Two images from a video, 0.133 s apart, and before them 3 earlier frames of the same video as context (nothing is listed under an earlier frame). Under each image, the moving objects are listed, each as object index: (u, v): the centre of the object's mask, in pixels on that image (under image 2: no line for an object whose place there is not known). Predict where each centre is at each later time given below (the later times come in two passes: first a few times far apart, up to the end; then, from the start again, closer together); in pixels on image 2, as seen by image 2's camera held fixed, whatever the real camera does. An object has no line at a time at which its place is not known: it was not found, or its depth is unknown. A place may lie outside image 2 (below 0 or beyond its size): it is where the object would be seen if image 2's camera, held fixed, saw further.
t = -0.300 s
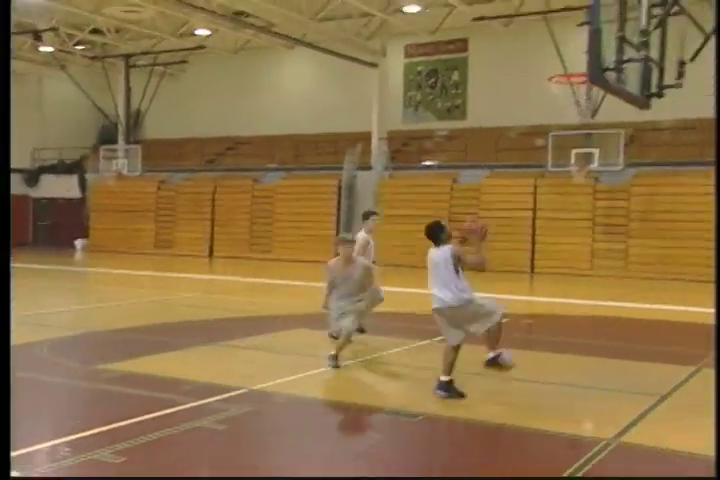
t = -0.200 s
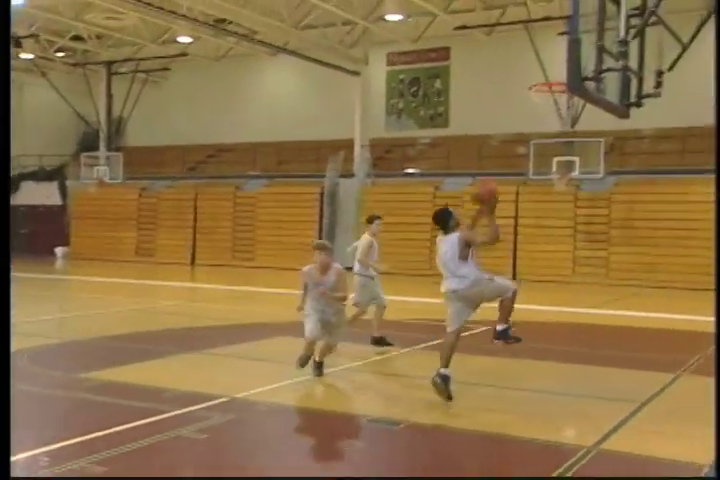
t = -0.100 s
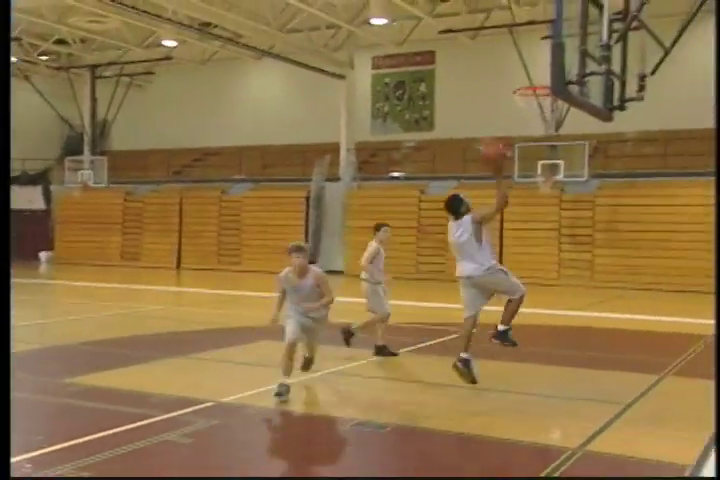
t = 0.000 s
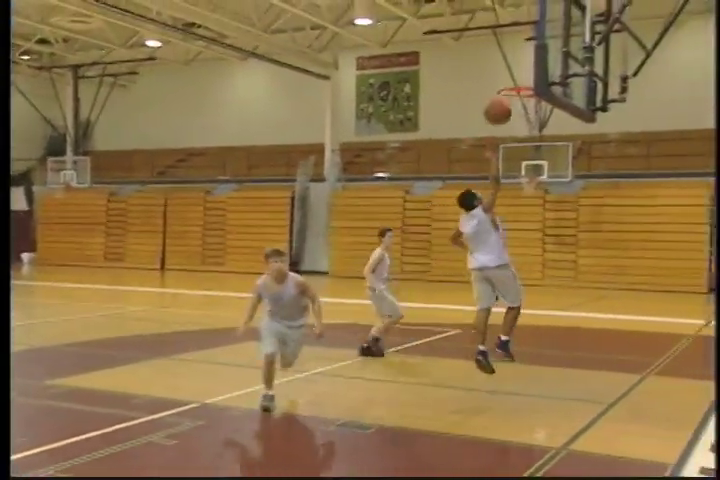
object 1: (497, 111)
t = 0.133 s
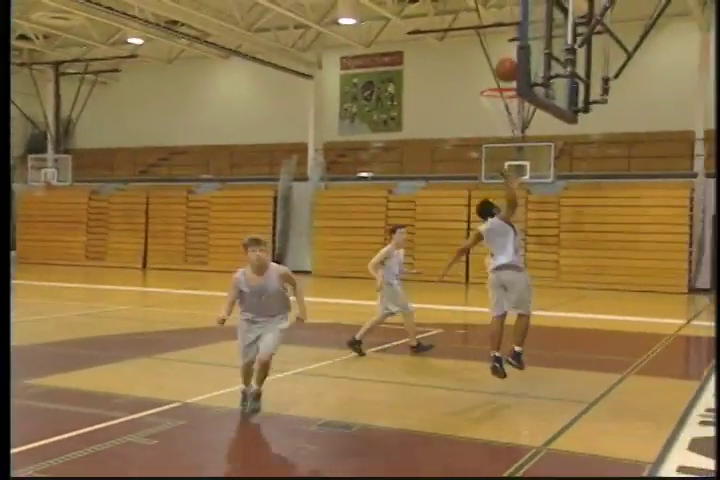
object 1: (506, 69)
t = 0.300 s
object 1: (513, 48)
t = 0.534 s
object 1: (496, 75)
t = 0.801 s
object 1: (521, 116)
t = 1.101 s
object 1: (505, 193)
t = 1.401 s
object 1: (487, 358)
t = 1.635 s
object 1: (475, 295)
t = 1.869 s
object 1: (466, 230)
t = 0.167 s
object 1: (509, 62)
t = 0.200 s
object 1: (513, 55)
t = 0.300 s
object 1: (513, 48)
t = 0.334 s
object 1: (511, 49)
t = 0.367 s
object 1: (510, 51)
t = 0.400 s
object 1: (508, 53)
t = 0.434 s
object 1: (505, 58)
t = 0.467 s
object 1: (503, 62)
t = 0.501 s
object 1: (500, 69)
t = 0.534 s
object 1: (496, 75)
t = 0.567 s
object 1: (493, 85)
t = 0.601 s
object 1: (494, 88)
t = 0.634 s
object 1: (502, 90)
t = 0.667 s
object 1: (507, 97)
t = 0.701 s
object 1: (511, 99)
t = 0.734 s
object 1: (521, 107)
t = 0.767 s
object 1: (521, 110)
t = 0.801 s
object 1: (521, 116)
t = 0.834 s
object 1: (520, 119)
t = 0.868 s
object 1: (519, 127)
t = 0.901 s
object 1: (516, 131)
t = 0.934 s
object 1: (514, 138)
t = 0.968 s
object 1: (513, 147)
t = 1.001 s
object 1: (511, 157)
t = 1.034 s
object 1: (509, 169)
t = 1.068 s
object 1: (507, 180)
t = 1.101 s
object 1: (505, 193)
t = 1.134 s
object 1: (504, 207)
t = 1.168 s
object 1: (501, 222)
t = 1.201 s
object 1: (499, 238)
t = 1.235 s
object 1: (497, 255)
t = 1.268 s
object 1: (495, 274)
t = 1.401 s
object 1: (487, 358)
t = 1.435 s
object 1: (483, 377)
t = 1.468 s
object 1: (481, 375)
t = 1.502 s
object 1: (481, 358)
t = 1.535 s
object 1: (480, 341)
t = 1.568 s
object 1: (478, 324)
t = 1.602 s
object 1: (476, 308)
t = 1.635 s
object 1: (475, 295)
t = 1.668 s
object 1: (474, 284)
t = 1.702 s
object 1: (473, 272)
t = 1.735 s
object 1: (472, 262)
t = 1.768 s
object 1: (470, 252)
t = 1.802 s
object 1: (469, 244)
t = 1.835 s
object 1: (468, 237)
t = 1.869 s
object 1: (466, 230)
